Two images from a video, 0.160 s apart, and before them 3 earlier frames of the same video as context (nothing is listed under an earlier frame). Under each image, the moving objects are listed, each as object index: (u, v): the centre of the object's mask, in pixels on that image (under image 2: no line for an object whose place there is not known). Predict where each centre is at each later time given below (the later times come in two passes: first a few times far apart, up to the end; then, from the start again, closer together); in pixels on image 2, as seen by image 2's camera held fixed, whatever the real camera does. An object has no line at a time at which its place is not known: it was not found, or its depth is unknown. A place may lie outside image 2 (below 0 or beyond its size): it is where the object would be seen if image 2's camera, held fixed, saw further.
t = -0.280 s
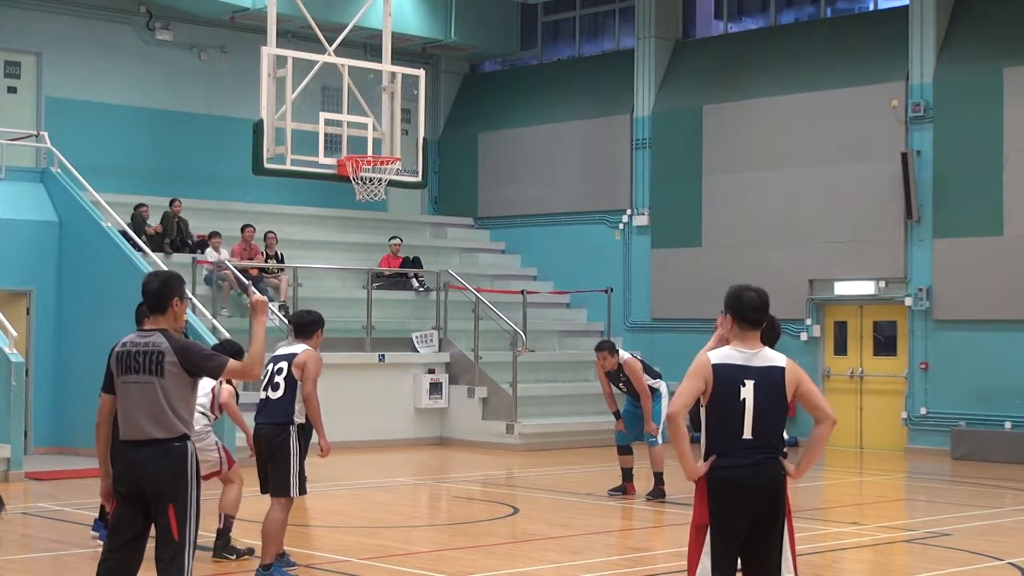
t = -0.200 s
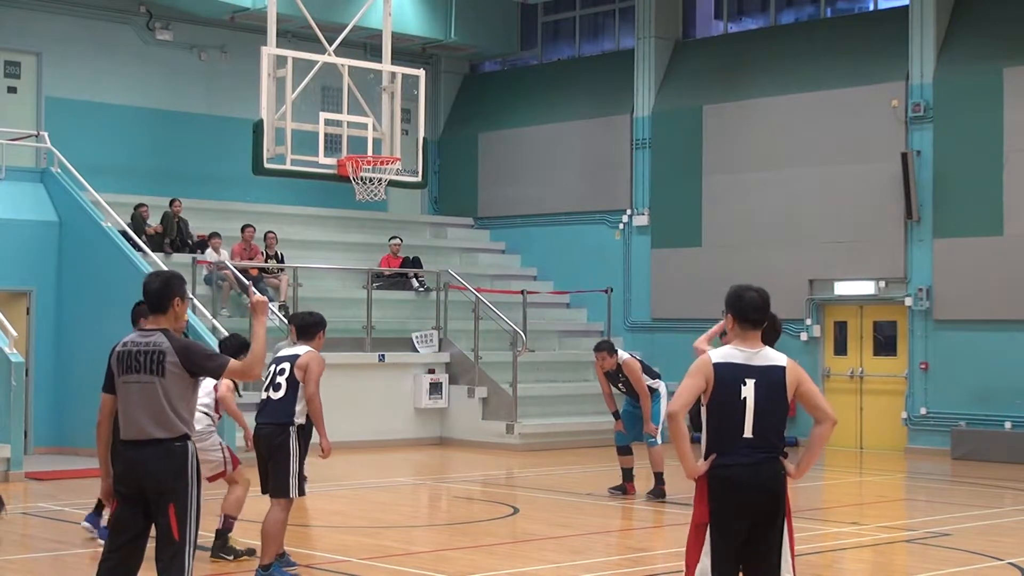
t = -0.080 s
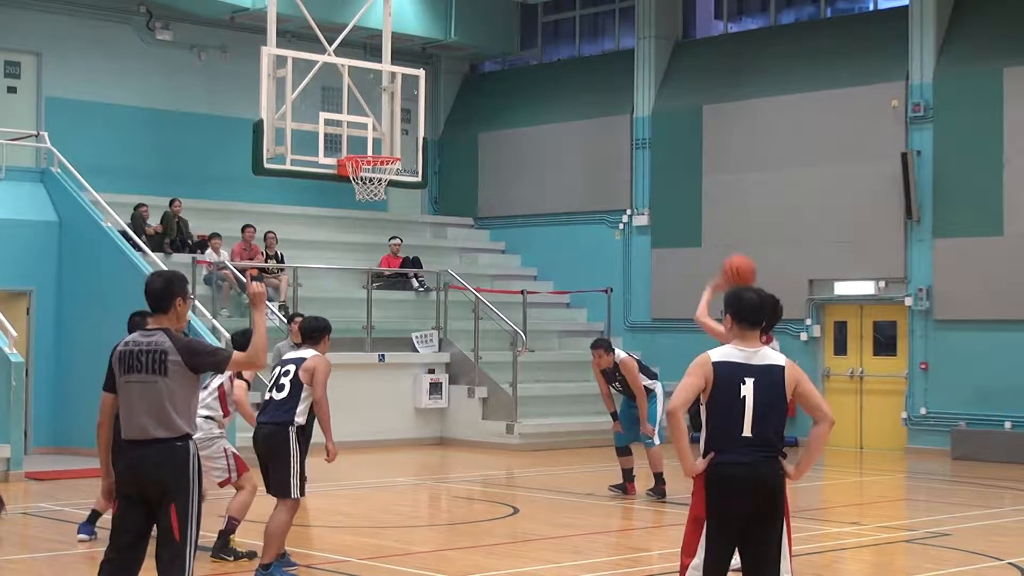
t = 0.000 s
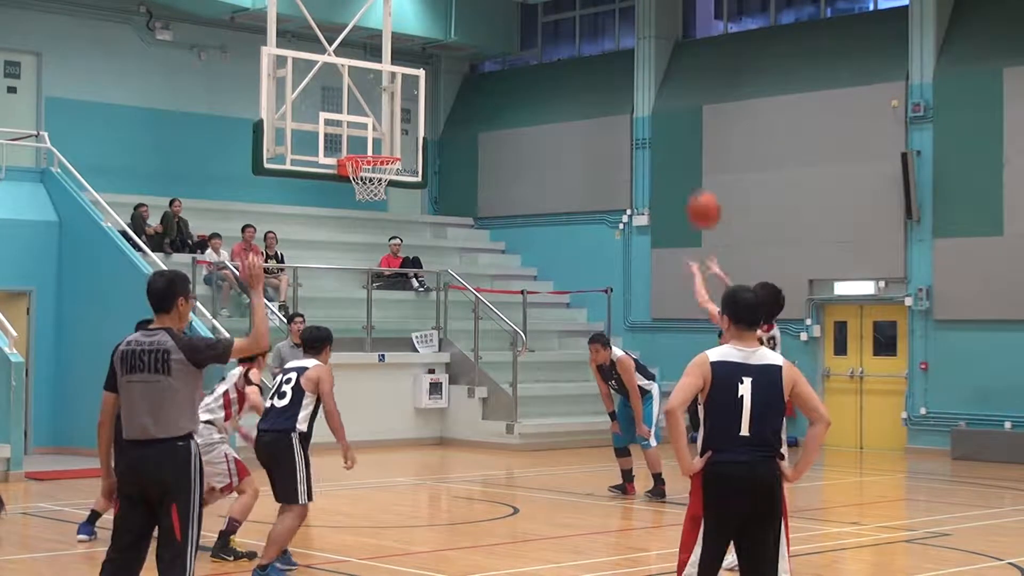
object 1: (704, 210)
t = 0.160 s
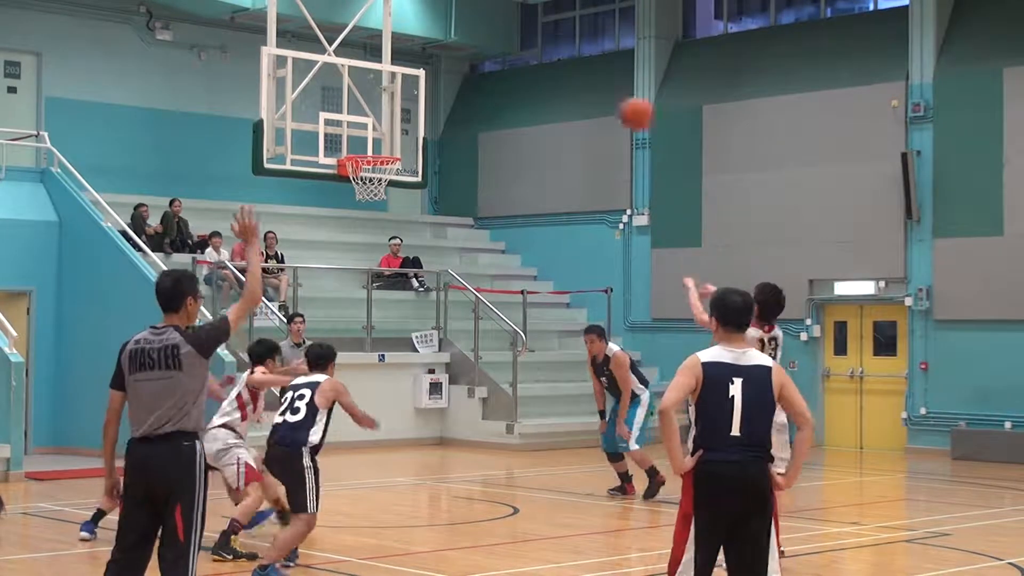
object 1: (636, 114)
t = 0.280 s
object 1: (589, 69)
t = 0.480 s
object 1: (517, 38)
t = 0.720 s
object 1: (438, 63)
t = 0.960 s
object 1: (366, 146)
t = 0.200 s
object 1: (620, 96)
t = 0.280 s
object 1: (589, 69)
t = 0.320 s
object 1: (574, 59)
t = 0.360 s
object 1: (559, 50)
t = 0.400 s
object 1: (545, 44)
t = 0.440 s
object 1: (530, 39)
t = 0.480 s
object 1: (517, 38)
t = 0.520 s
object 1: (504, 38)
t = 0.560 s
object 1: (490, 40)
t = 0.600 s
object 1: (477, 43)
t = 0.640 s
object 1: (463, 49)
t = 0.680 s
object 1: (452, 54)
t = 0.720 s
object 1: (438, 63)
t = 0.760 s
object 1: (426, 74)
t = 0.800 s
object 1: (414, 88)
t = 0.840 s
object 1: (402, 100)
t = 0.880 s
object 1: (390, 116)
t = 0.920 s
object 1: (379, 133)
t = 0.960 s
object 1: (366, 146)
